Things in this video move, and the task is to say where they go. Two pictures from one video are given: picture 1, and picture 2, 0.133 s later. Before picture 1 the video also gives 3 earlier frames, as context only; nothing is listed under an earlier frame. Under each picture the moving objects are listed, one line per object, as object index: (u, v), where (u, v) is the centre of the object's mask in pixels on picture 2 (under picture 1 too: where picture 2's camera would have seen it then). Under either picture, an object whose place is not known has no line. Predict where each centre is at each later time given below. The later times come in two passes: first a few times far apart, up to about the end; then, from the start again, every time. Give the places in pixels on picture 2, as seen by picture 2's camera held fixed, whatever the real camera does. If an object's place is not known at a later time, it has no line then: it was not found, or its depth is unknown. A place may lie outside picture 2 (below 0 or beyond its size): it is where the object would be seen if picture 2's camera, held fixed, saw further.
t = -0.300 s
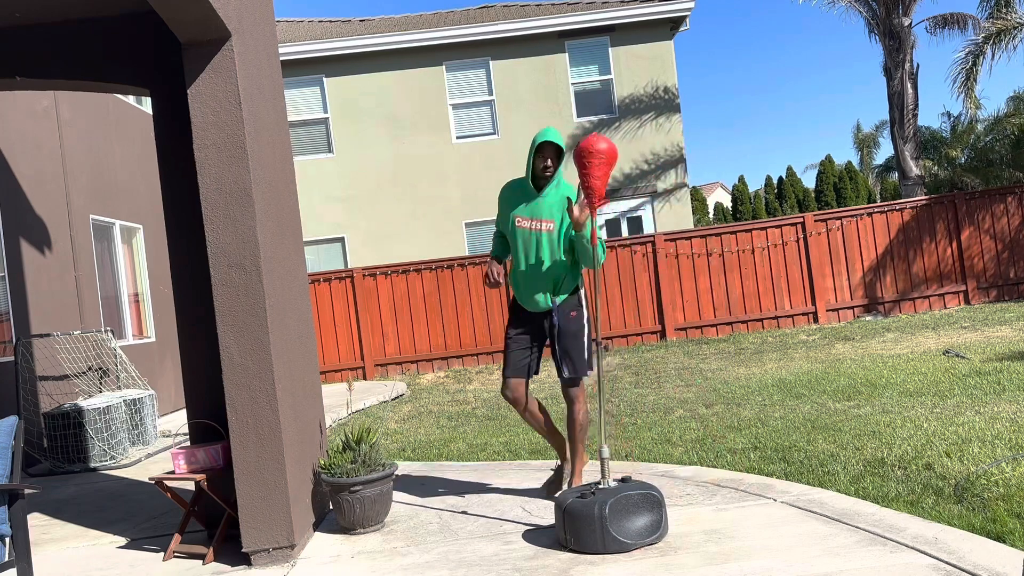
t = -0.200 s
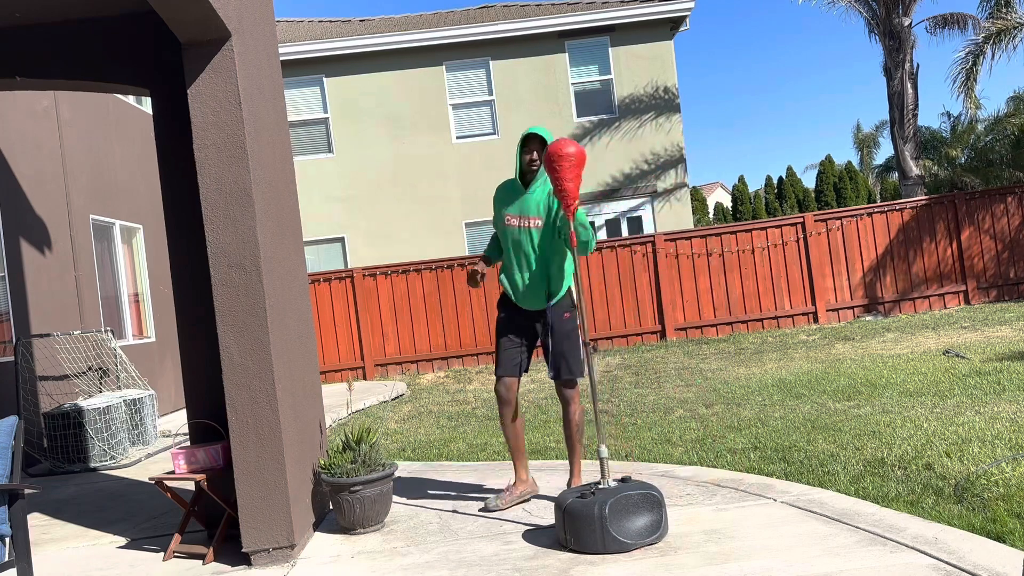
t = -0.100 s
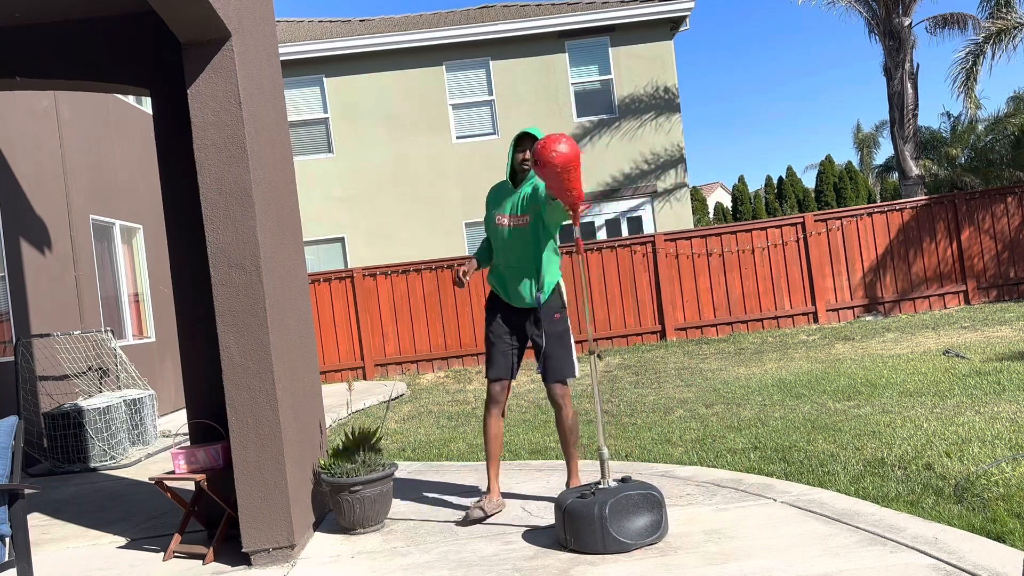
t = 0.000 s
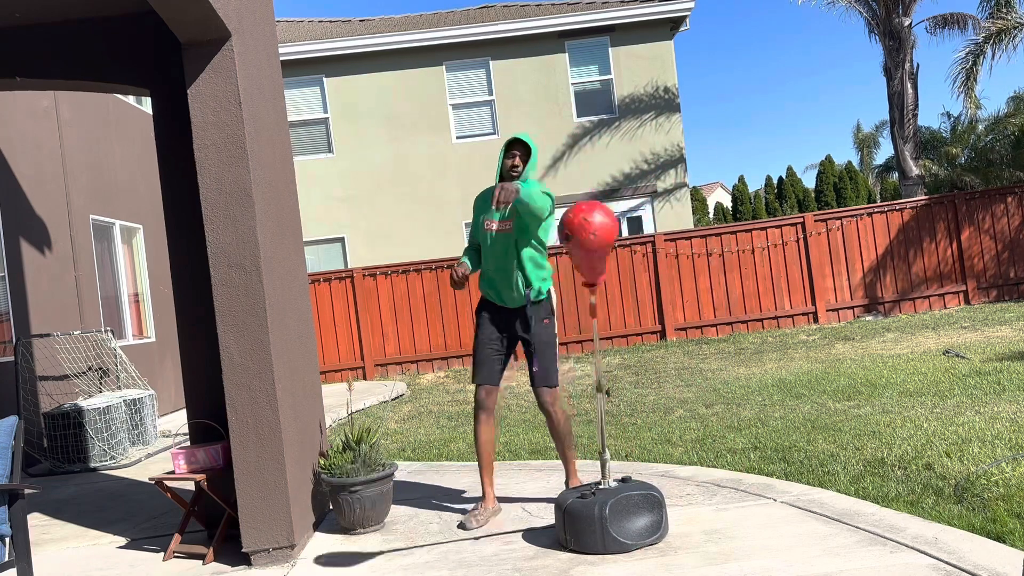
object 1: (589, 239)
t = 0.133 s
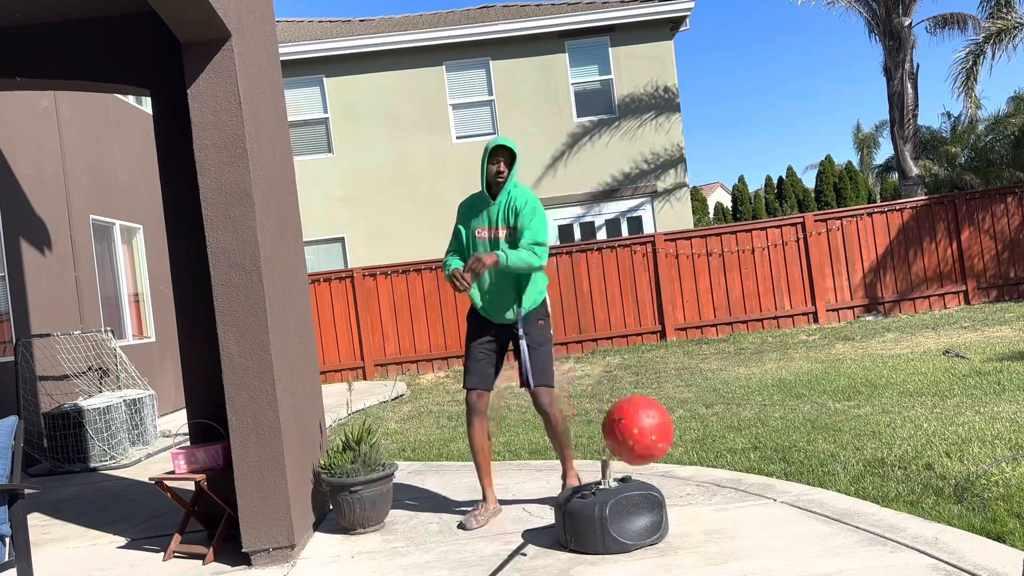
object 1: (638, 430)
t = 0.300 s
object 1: (679, 547)
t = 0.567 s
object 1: (668, 290)
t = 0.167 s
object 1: (651, 474)
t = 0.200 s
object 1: (661, 510)
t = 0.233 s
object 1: (667, 534)
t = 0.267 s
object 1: (674, 544)
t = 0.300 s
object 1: (679, 547)
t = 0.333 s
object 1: (684, 544)
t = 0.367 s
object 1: (688, 535)
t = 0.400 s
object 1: (690, 510)
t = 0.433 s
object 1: (690, 478)
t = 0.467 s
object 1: (689, 435)
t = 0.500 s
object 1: (684, 388)
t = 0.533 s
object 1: (677, 339)
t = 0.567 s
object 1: (668, 290)
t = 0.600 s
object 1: (657, 248)
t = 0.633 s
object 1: (645, 214)
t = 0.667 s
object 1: (634, 187)
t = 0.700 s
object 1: (621, 168)
